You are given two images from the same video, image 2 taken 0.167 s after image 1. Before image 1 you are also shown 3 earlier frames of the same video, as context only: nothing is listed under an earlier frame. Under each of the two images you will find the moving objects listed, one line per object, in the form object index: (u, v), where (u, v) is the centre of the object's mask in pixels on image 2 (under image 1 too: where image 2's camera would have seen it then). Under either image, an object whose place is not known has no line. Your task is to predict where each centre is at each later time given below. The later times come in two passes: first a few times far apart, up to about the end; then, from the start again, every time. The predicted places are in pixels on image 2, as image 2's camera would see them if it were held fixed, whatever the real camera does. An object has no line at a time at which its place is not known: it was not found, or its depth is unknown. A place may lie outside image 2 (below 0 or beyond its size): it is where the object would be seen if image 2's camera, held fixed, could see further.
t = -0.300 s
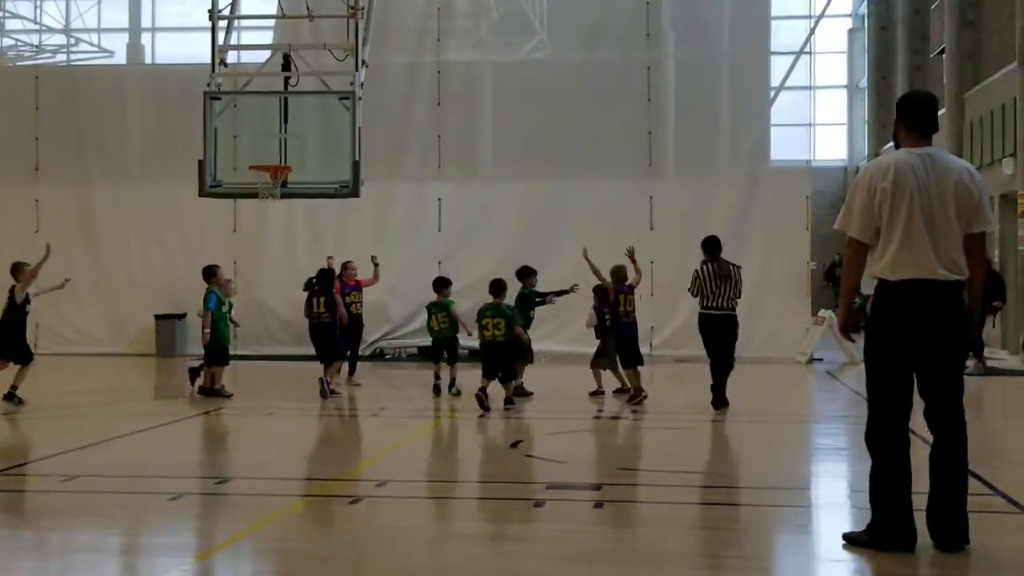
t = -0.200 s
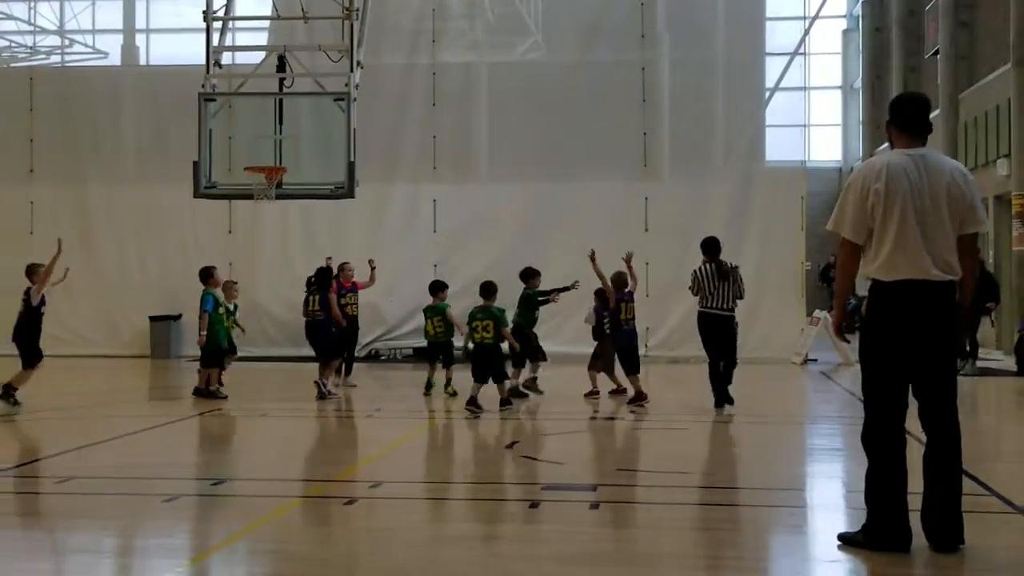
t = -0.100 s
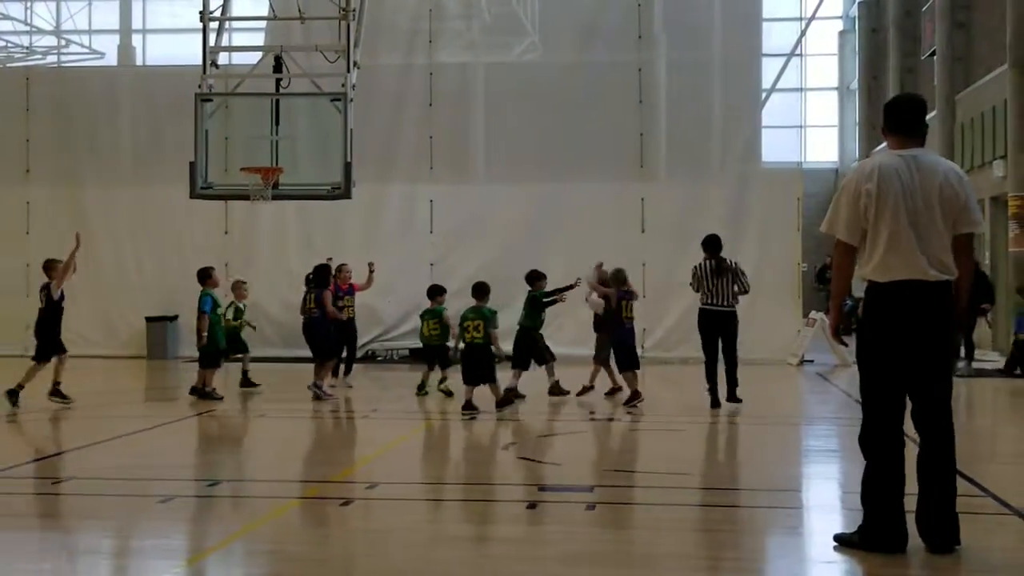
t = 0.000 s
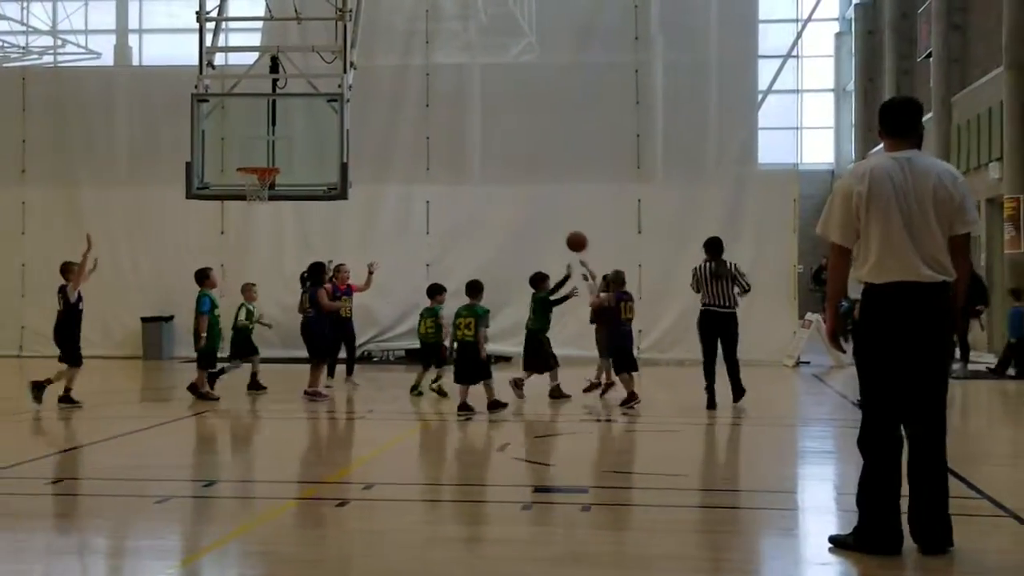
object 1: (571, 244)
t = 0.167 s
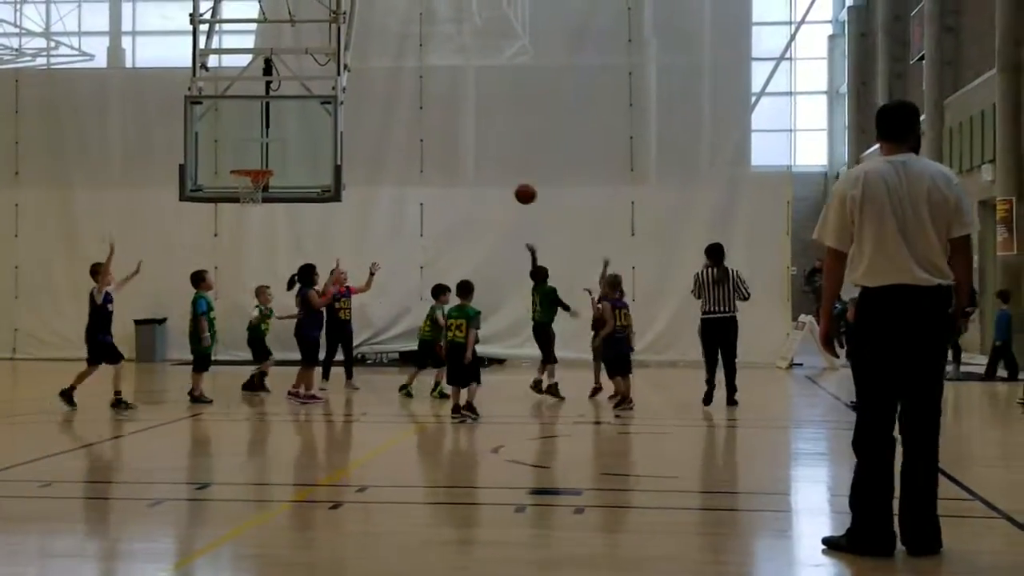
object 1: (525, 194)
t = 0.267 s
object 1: (499, 177)
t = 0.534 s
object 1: (430, 178)
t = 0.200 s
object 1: (517, 187)
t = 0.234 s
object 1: (508, 181)
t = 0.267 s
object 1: (499, 177)
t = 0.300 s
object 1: (490, 174)
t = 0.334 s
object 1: (481, 171)
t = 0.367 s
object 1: (473, 170)
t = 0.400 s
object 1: (464, 170)
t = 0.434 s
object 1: (456, 170)
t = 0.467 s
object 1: (447, 172)
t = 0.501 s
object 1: (439, 174)
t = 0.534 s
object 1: (430, 178)
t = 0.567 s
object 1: (422, 183)
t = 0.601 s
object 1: (413, 188)
